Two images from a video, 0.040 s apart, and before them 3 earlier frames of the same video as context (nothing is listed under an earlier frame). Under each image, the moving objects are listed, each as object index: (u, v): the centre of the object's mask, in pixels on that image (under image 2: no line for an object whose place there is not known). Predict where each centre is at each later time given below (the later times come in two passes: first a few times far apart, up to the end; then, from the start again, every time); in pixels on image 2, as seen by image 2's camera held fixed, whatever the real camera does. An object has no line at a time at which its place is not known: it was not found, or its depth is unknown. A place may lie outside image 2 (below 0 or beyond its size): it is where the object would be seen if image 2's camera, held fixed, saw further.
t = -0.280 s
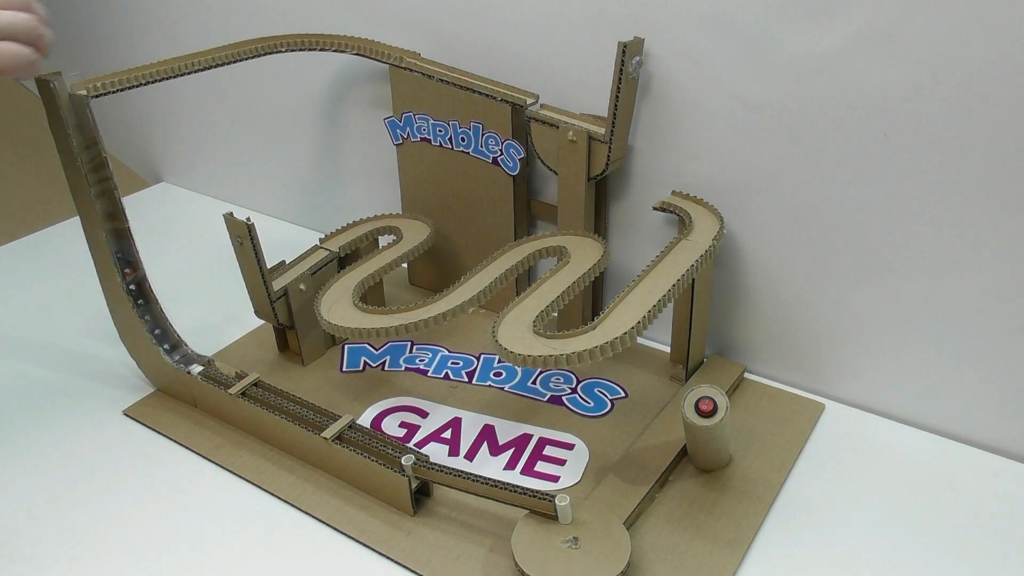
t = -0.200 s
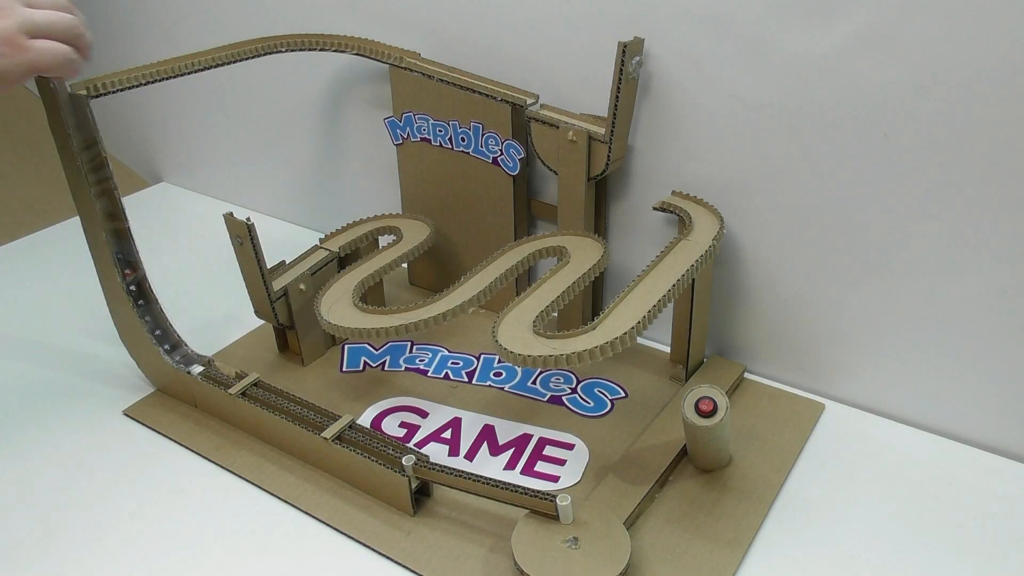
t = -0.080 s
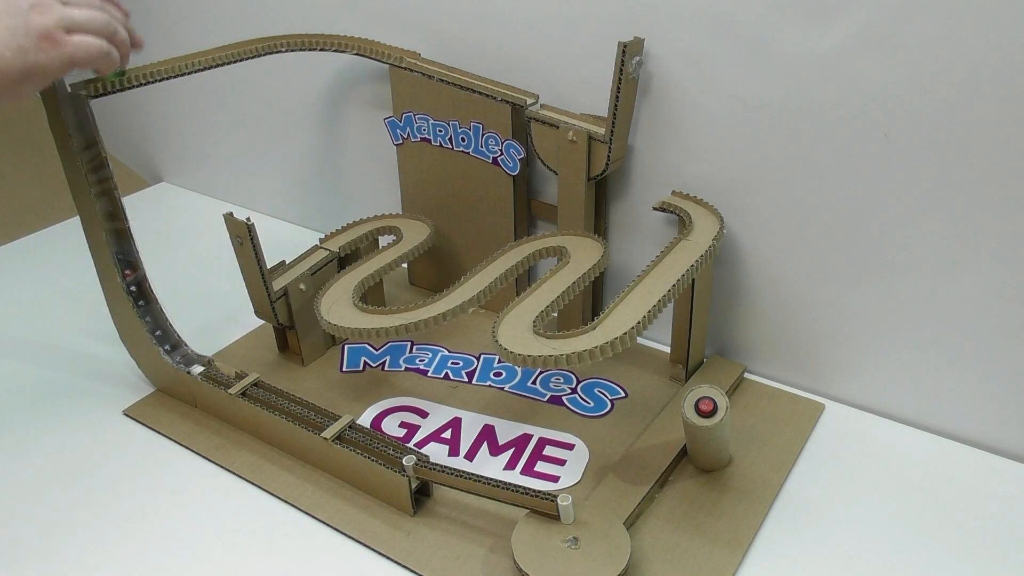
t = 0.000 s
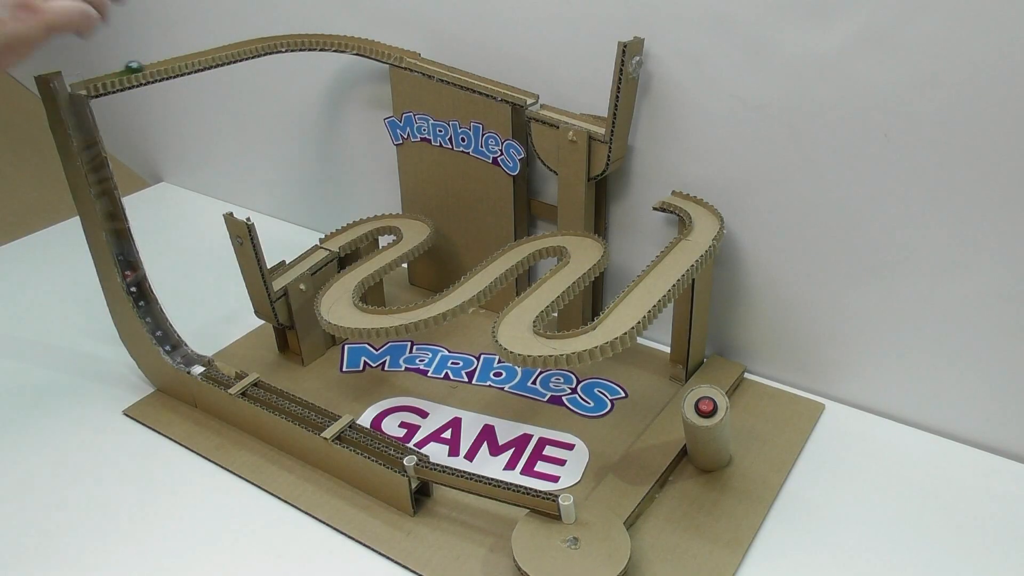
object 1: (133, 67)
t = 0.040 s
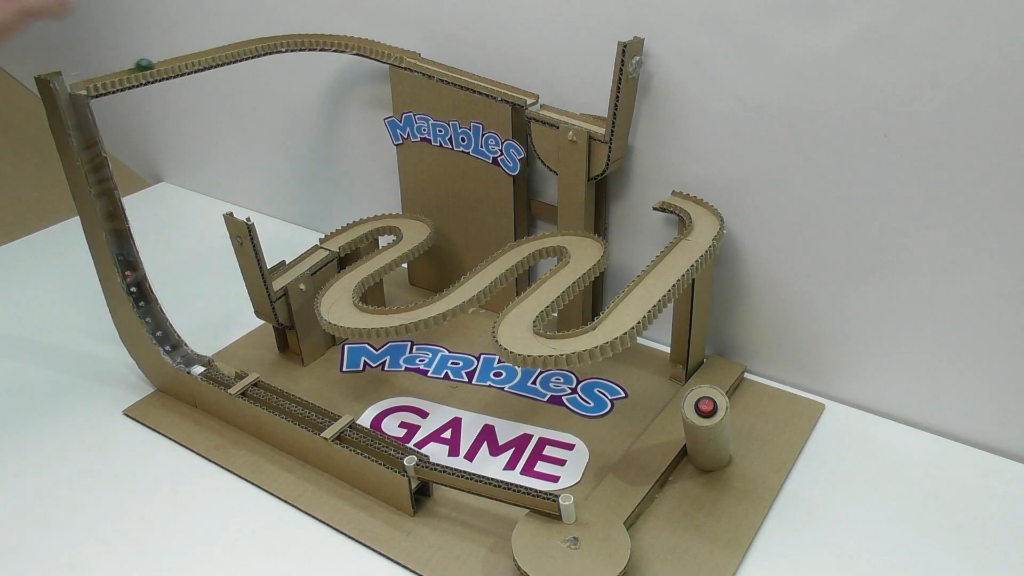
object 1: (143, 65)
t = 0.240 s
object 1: (193, 54)
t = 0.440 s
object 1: (238, 43)
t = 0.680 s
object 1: (307, 34)
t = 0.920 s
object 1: (386, 45)
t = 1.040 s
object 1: (426, 58)
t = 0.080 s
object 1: (153, 63)
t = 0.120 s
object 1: (163, 60)
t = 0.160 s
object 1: (173, 58)
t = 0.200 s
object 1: (183, 56)
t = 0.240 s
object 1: (193, 54)
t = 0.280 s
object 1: (202, 52)
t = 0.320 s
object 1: (211, 49)
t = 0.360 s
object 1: (220, 47)
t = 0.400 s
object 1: (229, 45)
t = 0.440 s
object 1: (238, 43)
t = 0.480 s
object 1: (249, 40)
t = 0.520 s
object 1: (259, 39)
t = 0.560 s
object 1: (271, 37)
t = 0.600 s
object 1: (281, 35)
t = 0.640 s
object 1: (294, 34)
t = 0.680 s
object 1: (307, 34)
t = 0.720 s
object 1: (320, 34)
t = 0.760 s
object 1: (334, 35)
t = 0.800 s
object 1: (349, 37)
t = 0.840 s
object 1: (362, 39)
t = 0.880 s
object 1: (375, 42)
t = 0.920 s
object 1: (386, 45)
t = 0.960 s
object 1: (400, 49)
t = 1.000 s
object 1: (413, 54)
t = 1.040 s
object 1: (426, 58)
